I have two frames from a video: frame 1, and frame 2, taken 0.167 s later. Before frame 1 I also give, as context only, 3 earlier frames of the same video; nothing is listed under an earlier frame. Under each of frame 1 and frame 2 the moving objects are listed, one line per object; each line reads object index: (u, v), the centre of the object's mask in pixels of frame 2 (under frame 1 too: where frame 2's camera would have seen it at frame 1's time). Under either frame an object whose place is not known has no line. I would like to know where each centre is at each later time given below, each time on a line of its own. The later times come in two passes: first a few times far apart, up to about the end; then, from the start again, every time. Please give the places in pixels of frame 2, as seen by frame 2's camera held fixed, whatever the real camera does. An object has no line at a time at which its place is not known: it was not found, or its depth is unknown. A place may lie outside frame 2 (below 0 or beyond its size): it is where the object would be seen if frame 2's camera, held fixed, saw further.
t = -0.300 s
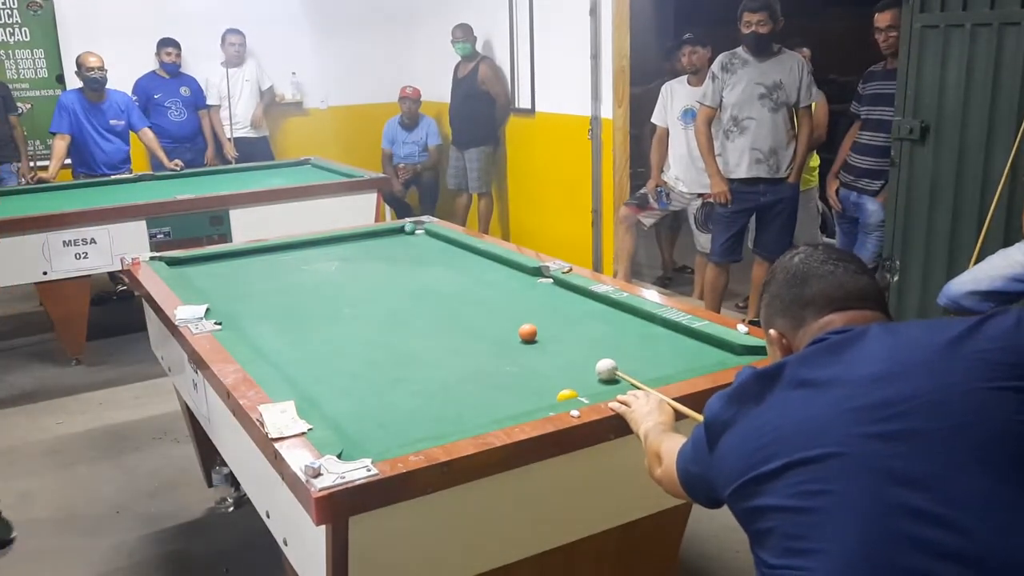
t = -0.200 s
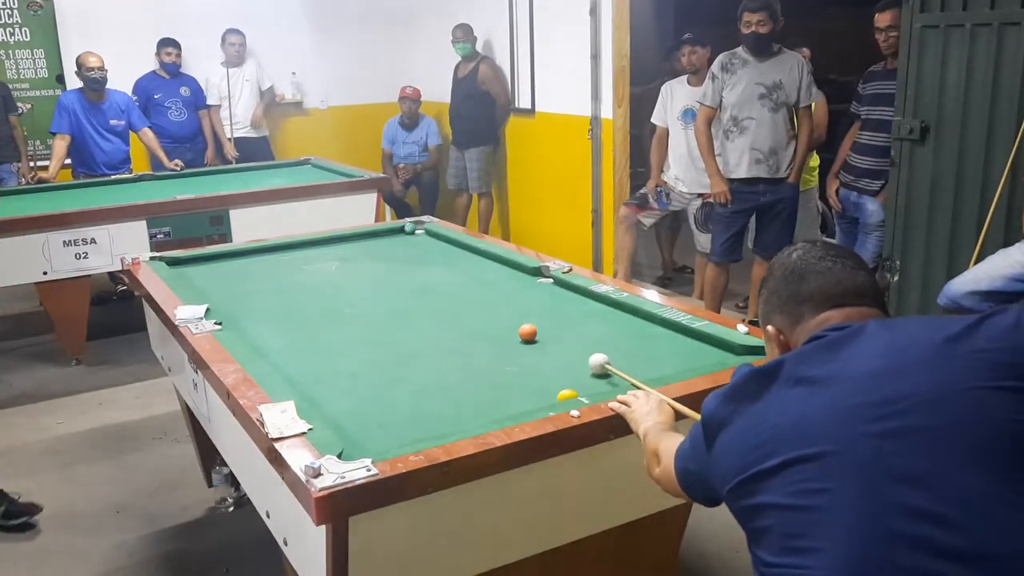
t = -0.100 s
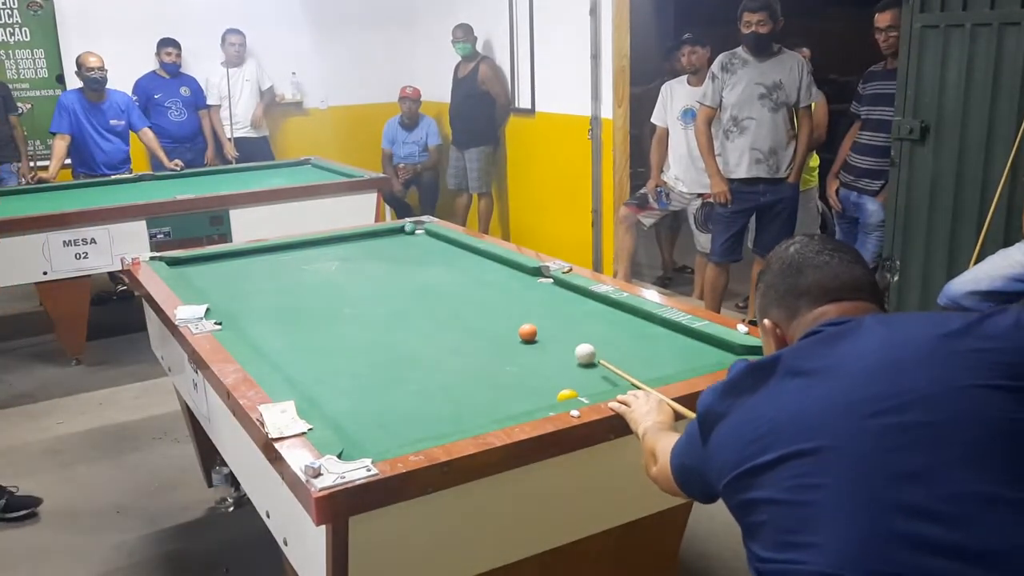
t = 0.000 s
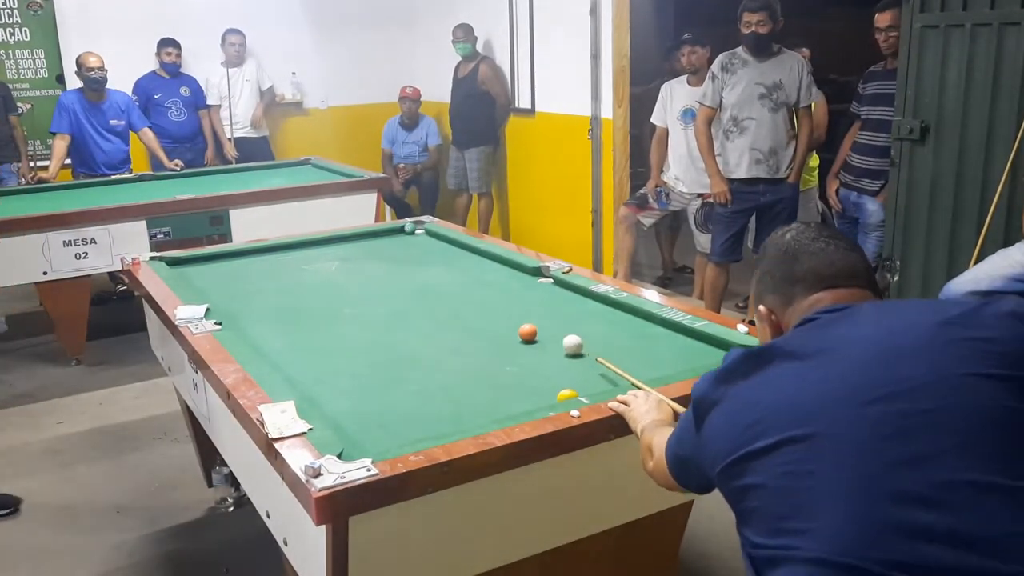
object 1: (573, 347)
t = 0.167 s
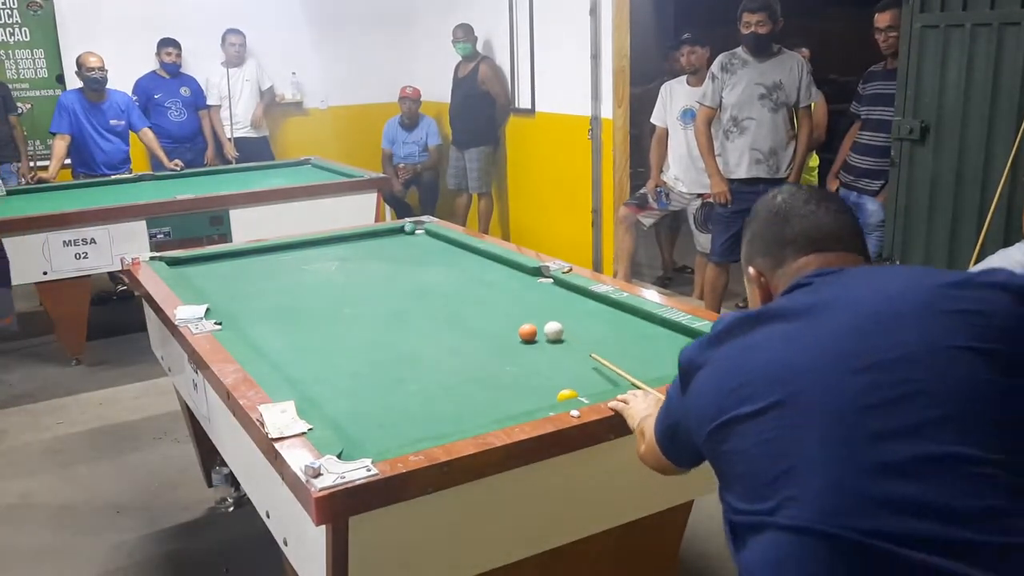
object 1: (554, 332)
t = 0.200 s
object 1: (550, 330)
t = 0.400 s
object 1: (531, 315)
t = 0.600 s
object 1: (514, 303)
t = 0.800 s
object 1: (500, 292)
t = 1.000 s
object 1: (487, 282)
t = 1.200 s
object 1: (476, 273)
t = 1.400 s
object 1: (466, 265)
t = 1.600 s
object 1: (458, 258)
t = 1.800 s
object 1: (450, 252)
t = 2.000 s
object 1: (444, 246)
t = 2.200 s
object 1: (438, 241)
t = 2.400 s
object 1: (432, 237)
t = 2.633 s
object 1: (422, 232)
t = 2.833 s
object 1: (412, 230)
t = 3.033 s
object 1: (407, 230)
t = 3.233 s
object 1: (403, 230)
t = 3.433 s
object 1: (400, 230)
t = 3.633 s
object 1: (400, 230)
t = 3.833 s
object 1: (399, 230)
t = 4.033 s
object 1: (399, 230)
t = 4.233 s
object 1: (399, 230)
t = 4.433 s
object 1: (399, 230)
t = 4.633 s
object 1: (399, 230)
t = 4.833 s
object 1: (399, 230)
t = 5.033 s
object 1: (399, 230)
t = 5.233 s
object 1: (399, 230)
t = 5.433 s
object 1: (399, 230)
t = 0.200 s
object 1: (550, 330)
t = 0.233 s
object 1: (547, 327)
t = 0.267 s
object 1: (544, 325)
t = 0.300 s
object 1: (541, 322)
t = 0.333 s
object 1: (537, 319)
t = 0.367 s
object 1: (534, 317)
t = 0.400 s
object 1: (531, 315)
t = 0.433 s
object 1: (528, 313)
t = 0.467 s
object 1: (525, 311)
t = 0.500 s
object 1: (522, 309)
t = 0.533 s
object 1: (519, 307)
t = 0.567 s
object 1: (517, 305)
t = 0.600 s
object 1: (514, 303)
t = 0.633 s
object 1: (512, 301)
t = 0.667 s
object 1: (509, 299)
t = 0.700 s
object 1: (507, 297)
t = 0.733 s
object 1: (504, 295)
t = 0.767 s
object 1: (502, 293)
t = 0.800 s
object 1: (500, 292)
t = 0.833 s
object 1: (497, 290)
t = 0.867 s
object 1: (495, 288)
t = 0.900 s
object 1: (493, 286)
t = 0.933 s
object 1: (491, 285)
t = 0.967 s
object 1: (489, 283)
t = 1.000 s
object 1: (487, 282)
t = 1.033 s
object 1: (485, 280)
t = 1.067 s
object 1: (483, 279)
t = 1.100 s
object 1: (481, 277)
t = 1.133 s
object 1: (479, 276)
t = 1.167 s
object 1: (478, 275)
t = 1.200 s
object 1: (476, 273)
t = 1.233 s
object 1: (474, 272)
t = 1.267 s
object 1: (473, 271)
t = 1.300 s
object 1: (471, 269)
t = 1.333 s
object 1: (469, 268)
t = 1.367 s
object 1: (467, 267)
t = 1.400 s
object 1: (466, 265)
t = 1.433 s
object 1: (465, 264)
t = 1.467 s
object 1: (463, 263)
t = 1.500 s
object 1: (462, 262)
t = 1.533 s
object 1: (460, 261)
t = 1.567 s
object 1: (459, 260)
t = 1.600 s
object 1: (458, 258)
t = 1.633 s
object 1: (456, 257)
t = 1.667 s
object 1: (455, 256)
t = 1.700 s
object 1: (454, 255)
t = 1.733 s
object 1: (453, 254)
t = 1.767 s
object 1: (452, 253)
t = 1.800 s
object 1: (450, 252)
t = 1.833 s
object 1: (449, 251)
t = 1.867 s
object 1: (448, 250)
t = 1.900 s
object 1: (447, 249)
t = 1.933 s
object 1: (446, 248)
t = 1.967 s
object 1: (445, 247)
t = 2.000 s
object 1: (444, 246)
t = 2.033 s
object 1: (442, 245)
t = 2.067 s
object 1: (441, 245)
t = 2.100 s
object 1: (441, 244)
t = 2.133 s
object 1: (439, 243)
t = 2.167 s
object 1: (439, 242)
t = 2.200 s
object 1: (438, 241)
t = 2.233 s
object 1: (437, 240)
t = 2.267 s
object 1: (436, 240)
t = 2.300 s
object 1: (435, 239)
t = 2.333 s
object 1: (434, 238)
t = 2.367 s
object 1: (433, 237)
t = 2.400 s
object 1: (432, 237)
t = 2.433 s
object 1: (431, 236)
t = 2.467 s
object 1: (430, 235)
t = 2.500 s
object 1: (430, 234)
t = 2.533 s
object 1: (428, 234)
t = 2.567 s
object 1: (426, 233)
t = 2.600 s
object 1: (424, 233)
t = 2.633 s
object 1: (422, 232)
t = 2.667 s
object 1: (421, 232)
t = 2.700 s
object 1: (419, 232)
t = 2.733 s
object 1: (418, 231)
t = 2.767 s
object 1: (416, 231)
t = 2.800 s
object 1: (414, 230)
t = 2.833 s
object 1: (412, 230)
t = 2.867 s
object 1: (412, 230)
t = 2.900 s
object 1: (411, 230)
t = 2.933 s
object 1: (410, 230)
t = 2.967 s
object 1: (410, 230)
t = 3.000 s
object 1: (409, 230)
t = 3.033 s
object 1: (407, 230)
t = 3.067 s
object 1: (407, 230)
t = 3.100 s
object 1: (405, 230)
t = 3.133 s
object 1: (405, 230)
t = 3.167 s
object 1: (404, 230)
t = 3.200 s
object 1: (403, 230)
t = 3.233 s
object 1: (403, 230)
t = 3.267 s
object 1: (402, 230)
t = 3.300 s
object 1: (401, 230)
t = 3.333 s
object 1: (401, 230)
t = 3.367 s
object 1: (400, 230)
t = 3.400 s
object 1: (400, 230)
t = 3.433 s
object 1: (400, 230)
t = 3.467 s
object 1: (400, 230)
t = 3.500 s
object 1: (400, 230)
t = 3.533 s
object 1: (400, 230)
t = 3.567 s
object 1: (400, 230)
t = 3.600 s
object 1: (400, 230)
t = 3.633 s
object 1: (400, 230)
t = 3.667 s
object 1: (399, 230)
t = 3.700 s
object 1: (399, 230)
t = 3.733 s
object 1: (399, 230)
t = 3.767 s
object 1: (399, 230)
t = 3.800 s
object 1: (399, 230)
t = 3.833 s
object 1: (399, 230)
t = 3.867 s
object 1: (399, 230)
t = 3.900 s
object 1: (399, 230)
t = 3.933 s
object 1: (399, 230)
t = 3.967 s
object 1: (399, 230)
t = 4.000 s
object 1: (399, 230)
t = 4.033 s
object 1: (399, 230)
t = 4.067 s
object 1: (399, 230)
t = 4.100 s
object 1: (399, 230)
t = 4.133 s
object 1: (399, 230)
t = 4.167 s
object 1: (399, 230)
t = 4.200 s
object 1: (399, 230)
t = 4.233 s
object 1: (399, 230)
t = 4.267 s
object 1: (399, 230)
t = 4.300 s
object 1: (399, 230)
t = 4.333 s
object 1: (399, 230)
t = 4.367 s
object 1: (399, 230)
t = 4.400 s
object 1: (399, 230)
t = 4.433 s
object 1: (399, 230)
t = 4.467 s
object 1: (399, 230)
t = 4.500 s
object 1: (399, 230)
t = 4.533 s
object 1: (399, 230)
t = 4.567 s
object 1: (399, 230)
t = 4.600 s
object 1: (399, 230)
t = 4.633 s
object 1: (399, 230)
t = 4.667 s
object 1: (399, 230)
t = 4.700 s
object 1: (399, 230)
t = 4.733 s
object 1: (399, 230)
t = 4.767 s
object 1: (399, 230)
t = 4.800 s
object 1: (399, 230)
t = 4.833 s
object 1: (399, 230)
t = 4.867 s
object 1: (399, 230)
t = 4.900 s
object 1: (399, 230)
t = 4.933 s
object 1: (399, 230)
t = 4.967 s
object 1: (399, 230)
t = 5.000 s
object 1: (399, 230)
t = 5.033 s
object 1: (399, 230)
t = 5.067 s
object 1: (399, 230)
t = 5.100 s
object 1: (399, 230)
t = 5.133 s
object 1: (399, 230)
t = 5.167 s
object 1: (399, 230)
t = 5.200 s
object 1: (399, 230)
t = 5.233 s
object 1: (399, 230)
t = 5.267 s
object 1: (399, 230)
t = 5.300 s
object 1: (399, 230)
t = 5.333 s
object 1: (399, 230)
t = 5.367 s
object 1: (399, 230)
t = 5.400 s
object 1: (399, 230)
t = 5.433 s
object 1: (399, 230)
